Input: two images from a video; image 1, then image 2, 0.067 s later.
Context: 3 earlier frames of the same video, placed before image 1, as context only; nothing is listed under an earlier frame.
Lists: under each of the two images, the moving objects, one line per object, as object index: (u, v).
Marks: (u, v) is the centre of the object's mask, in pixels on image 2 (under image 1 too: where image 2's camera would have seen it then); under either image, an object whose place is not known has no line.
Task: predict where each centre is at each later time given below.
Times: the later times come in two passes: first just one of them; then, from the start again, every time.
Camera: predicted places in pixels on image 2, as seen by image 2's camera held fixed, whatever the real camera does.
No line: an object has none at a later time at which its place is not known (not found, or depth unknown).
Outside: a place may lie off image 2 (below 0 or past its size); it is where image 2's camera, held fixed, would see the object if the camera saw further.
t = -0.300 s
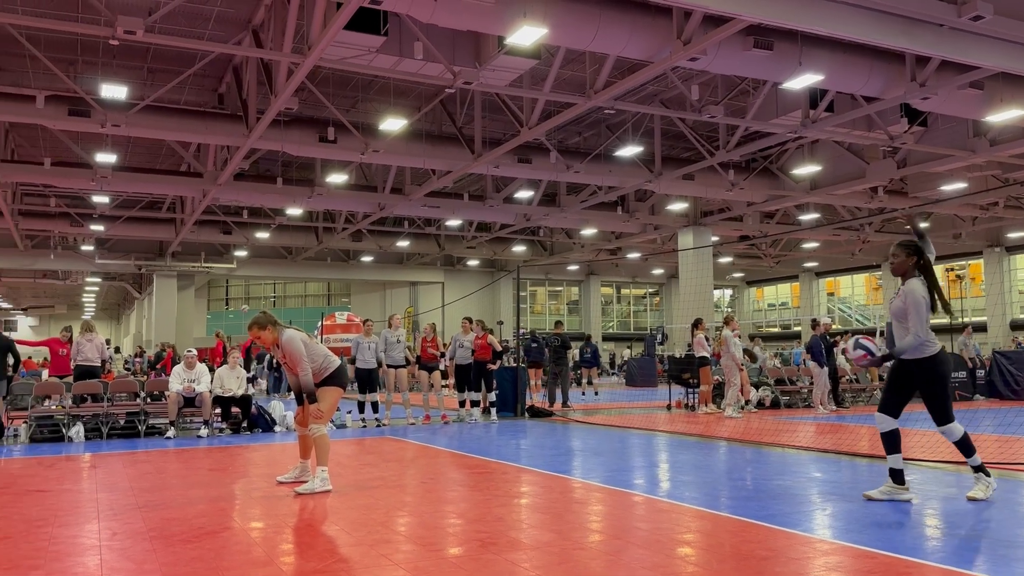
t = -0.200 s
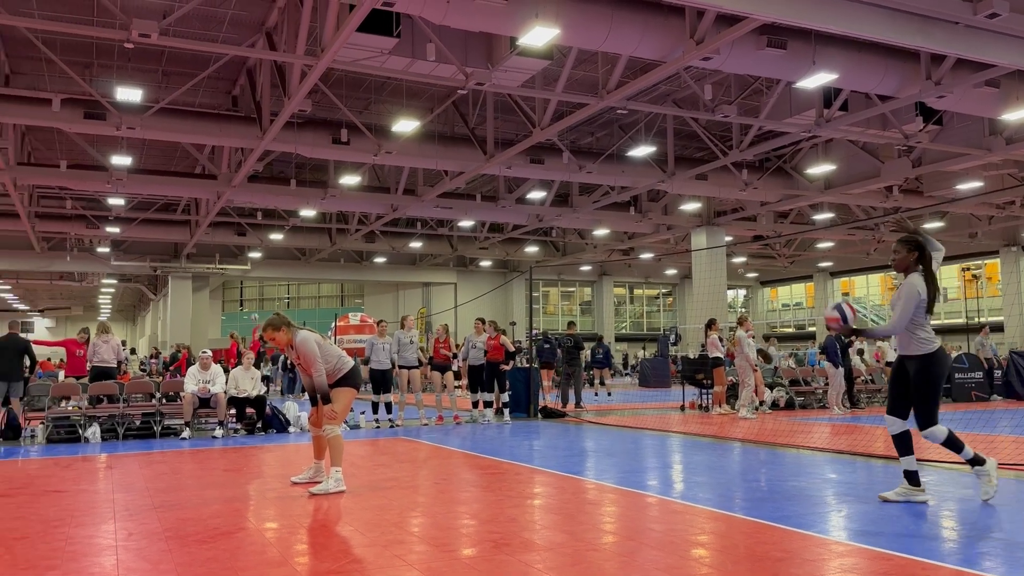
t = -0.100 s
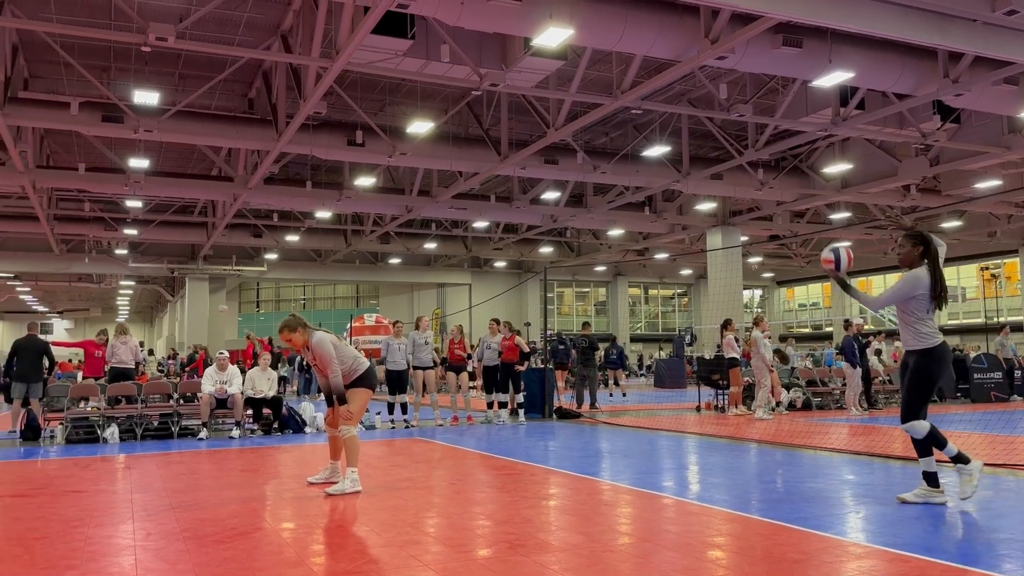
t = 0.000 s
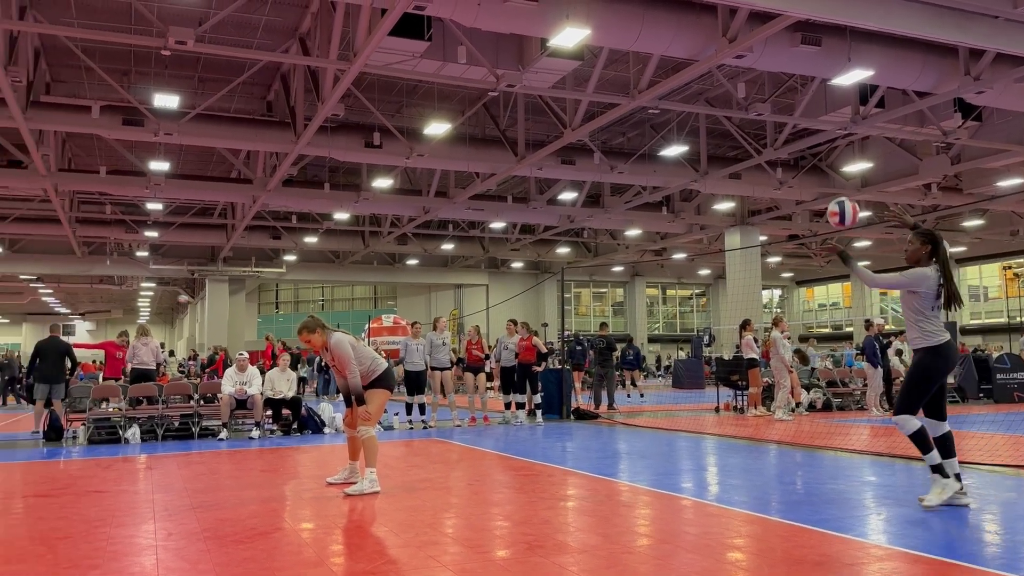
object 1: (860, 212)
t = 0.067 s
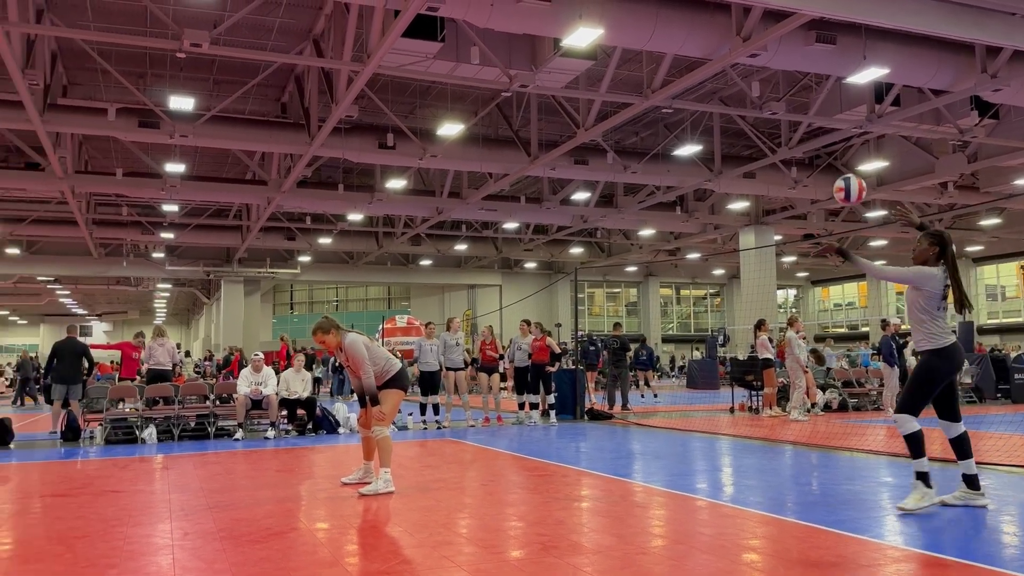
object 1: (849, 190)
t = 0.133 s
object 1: (840, 174)
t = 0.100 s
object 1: (845, 181)
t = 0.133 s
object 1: (840, 174)
